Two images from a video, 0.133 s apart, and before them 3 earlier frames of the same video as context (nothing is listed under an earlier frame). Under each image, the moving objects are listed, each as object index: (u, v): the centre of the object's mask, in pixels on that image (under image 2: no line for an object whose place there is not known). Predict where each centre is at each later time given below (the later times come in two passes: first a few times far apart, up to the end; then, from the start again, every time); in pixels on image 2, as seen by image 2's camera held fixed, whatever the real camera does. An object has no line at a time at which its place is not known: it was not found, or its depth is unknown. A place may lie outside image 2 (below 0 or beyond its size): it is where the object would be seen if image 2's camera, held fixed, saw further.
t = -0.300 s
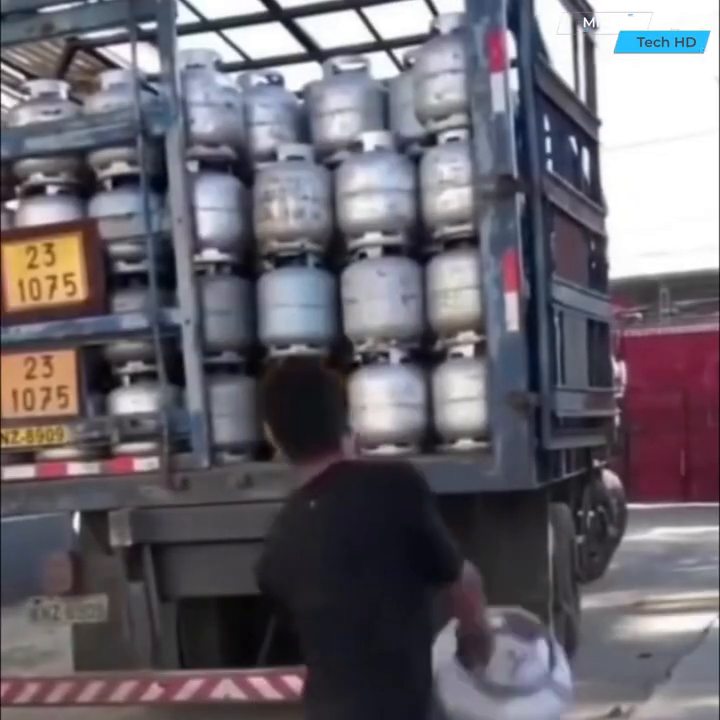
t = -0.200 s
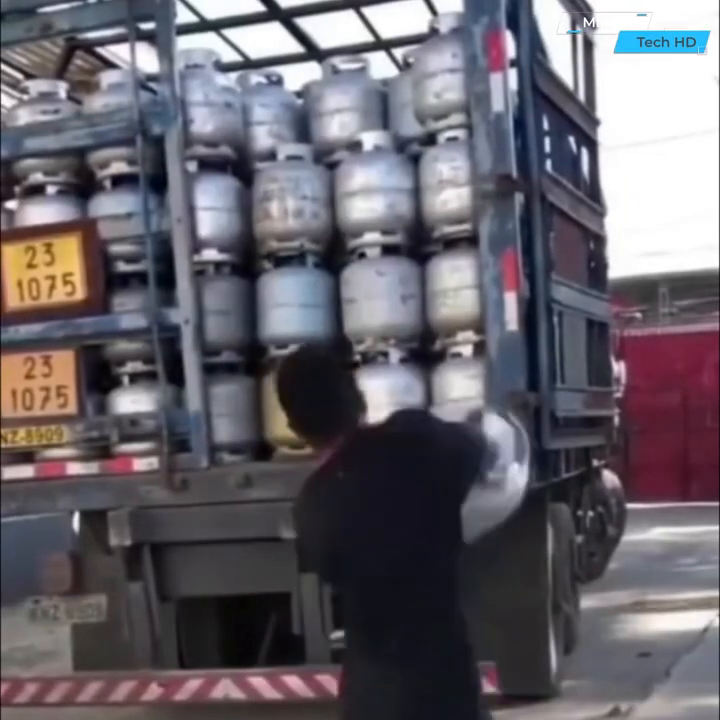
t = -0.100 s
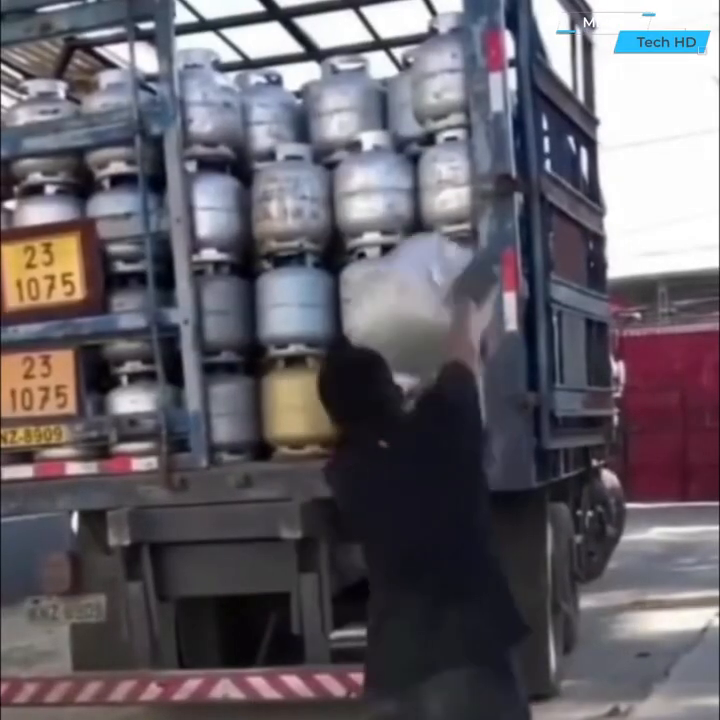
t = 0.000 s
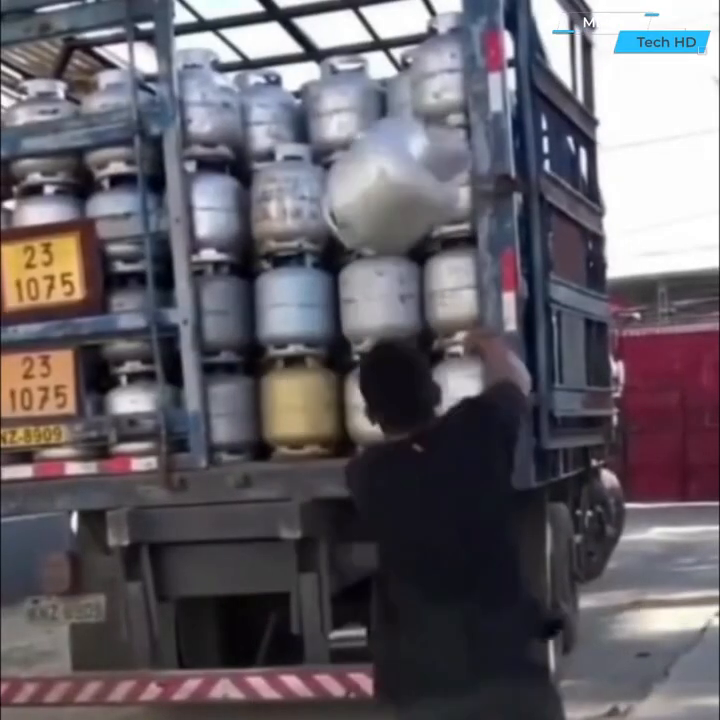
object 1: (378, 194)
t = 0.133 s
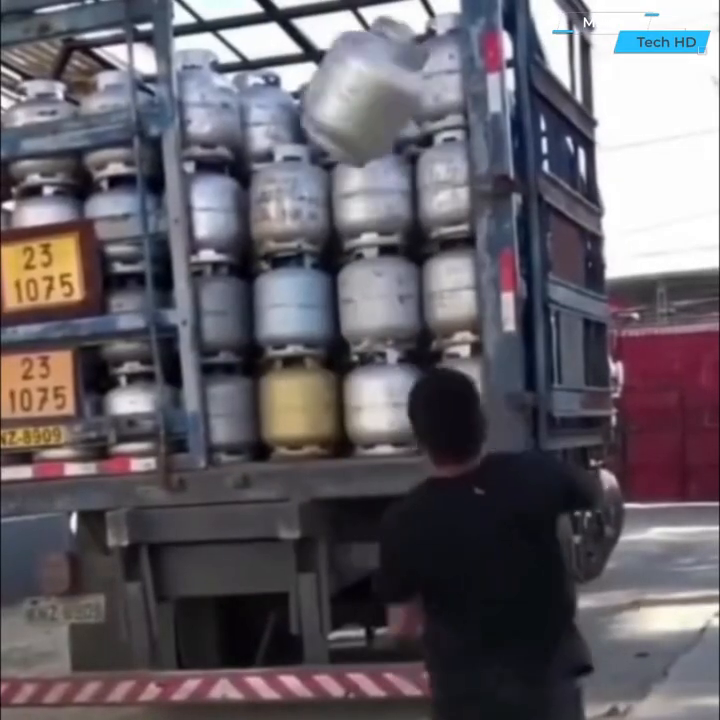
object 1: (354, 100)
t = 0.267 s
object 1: (341, 64)
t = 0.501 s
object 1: (302, 92)
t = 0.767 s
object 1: (274, 95)
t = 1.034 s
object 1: (279, 98)
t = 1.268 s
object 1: (287, 102)
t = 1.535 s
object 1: (287, 101)
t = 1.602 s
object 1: (287, 102)
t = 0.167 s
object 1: (349, 84)
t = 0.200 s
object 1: (348, 76)
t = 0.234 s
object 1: (345, 68)
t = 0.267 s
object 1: (341, 64)
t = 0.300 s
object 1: (337, 63)
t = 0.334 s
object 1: (332, 64)
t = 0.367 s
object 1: (328, 68)
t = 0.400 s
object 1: (326, 79)
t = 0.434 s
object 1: (318, 87)
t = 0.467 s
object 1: (308, 91)
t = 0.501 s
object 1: (302, 92)
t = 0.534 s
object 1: (296, 90)
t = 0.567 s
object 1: (290, 88)
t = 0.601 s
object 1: (285, 87)
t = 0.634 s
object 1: (281, 91)
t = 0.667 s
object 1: (276, 95)
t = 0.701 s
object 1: (273, 96)
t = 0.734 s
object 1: (274, 95)
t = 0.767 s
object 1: (274, 95)
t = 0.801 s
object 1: (274, 96)
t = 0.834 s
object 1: (275, 97)
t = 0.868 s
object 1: (275, 97)
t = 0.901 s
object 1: (274, 95)
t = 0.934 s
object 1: (276, 97)
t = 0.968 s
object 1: (277, 96)
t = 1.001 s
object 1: (279, 96)
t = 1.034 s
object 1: (279, 98)
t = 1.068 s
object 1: (280, 96)
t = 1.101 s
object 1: (281, 100)
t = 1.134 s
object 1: (284, 99)
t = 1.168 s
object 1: (285, 103)
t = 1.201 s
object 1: (287, 101)
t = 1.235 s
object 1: (286, 104)
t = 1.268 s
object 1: (287, 102)
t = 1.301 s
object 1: (288, 102)
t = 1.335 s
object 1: (286, 103)
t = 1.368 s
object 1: (288, 102)
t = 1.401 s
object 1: (286, 103)
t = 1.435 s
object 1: (287, 102)
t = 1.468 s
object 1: (286, 103)
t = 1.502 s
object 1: (288, 102)
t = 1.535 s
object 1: (287, 101)
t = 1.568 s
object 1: (286, 102)
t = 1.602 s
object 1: (287, 102)
